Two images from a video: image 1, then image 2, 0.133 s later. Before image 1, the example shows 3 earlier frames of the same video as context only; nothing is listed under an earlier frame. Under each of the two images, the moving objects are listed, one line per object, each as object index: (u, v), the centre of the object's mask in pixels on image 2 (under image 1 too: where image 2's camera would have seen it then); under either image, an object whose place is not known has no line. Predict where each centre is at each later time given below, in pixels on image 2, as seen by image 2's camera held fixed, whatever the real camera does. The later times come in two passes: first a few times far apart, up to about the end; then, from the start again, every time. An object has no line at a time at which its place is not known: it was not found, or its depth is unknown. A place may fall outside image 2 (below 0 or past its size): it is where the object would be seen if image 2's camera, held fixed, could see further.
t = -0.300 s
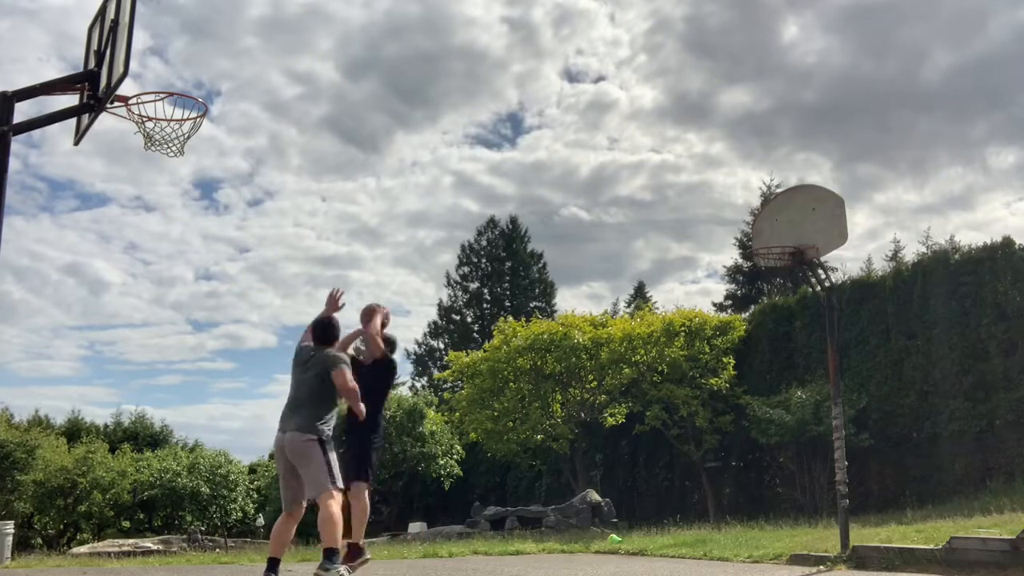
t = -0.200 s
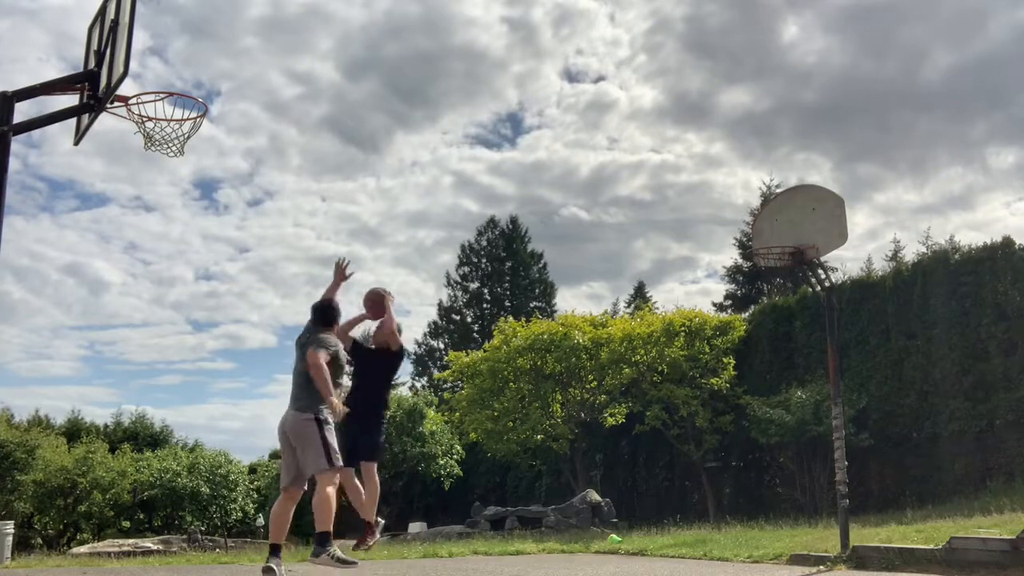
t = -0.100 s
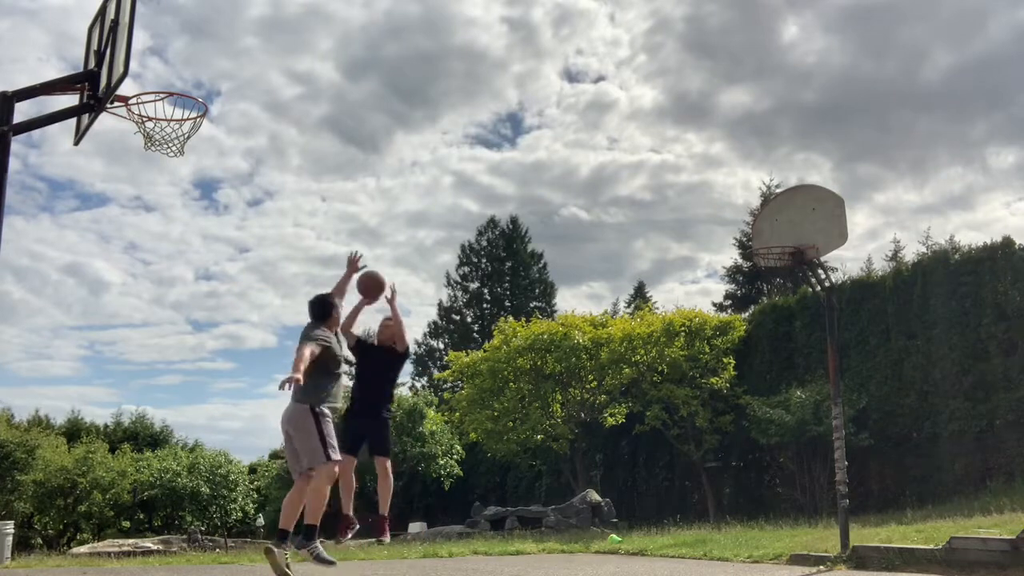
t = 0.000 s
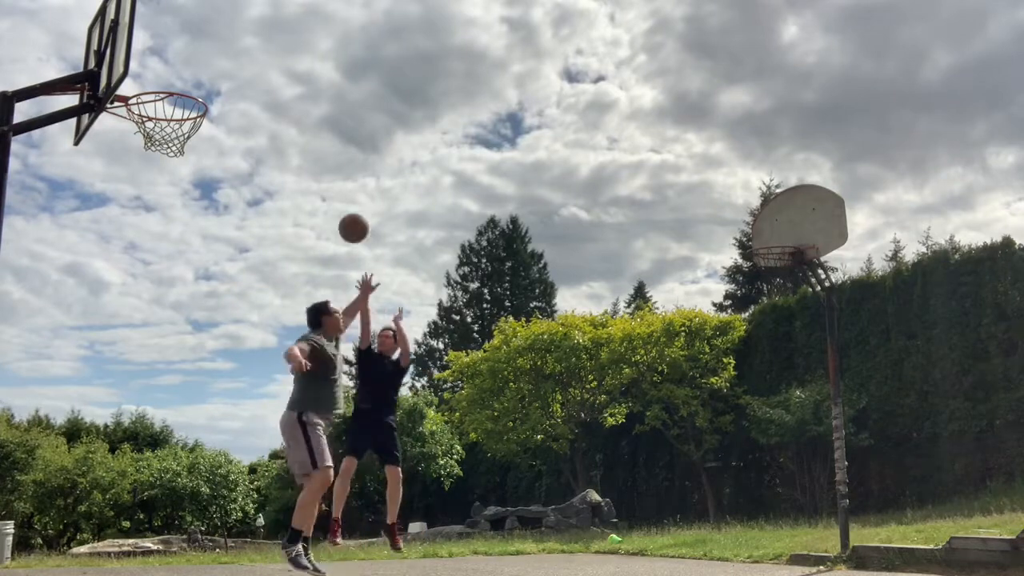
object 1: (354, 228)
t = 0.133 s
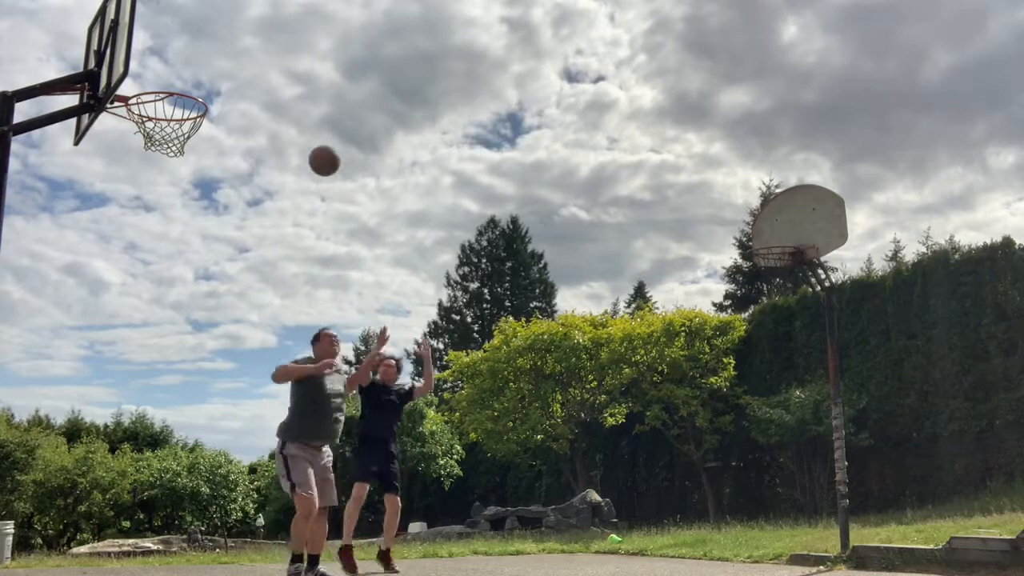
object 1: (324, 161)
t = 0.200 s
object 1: (308, 133)
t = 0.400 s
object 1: (256, 79)
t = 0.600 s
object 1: (195, 72)
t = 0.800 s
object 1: (134, 89)
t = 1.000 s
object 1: (145, 86)
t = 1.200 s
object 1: (178, 142)
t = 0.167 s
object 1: (316, 146)
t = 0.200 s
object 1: (308, 133)
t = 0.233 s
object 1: (300, 121)
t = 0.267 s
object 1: (292, 111)
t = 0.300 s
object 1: (283, 101)
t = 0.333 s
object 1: (275, 92)
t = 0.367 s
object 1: (266, 85)
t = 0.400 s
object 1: (256, 79)
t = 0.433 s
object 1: (247, 74)
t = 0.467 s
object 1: (237, 71)
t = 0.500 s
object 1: (227, 69)
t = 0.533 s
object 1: (217, 69)
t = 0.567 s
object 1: (206, 70)
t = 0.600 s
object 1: (195, 72)
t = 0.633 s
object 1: (183, 76)
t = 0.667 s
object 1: (171, 82)
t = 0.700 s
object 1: (159, 89)
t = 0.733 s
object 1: (145, 98)
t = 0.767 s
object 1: (138, 93)
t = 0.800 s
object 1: (134, 89)
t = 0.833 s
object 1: (131, 87)
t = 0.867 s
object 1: (129, 86)
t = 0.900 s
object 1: (132, 83)
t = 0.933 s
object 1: (136, 81)
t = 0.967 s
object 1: (140, 83)
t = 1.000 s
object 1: (145, 86)
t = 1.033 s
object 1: (151, 92)
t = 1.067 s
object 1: (157, 100)
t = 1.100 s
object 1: (163, 109)
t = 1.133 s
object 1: (169, 120)
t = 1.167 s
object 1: (174, 132)
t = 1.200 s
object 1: (178, 142)
